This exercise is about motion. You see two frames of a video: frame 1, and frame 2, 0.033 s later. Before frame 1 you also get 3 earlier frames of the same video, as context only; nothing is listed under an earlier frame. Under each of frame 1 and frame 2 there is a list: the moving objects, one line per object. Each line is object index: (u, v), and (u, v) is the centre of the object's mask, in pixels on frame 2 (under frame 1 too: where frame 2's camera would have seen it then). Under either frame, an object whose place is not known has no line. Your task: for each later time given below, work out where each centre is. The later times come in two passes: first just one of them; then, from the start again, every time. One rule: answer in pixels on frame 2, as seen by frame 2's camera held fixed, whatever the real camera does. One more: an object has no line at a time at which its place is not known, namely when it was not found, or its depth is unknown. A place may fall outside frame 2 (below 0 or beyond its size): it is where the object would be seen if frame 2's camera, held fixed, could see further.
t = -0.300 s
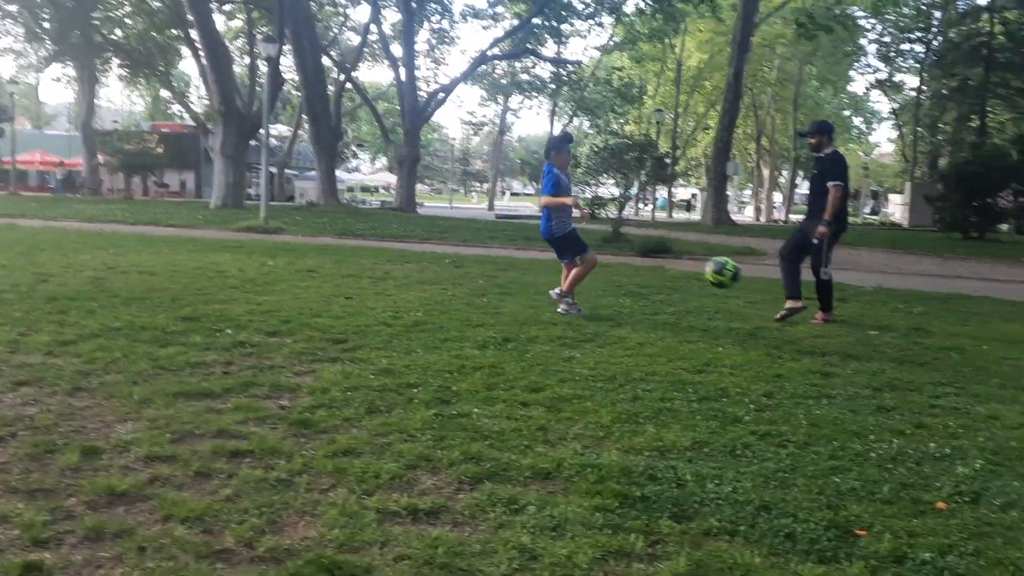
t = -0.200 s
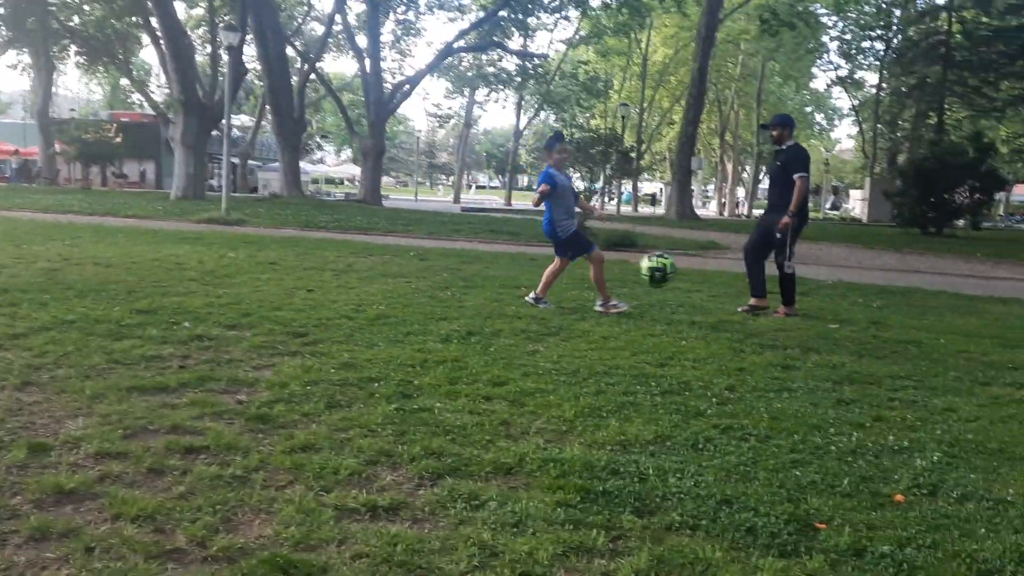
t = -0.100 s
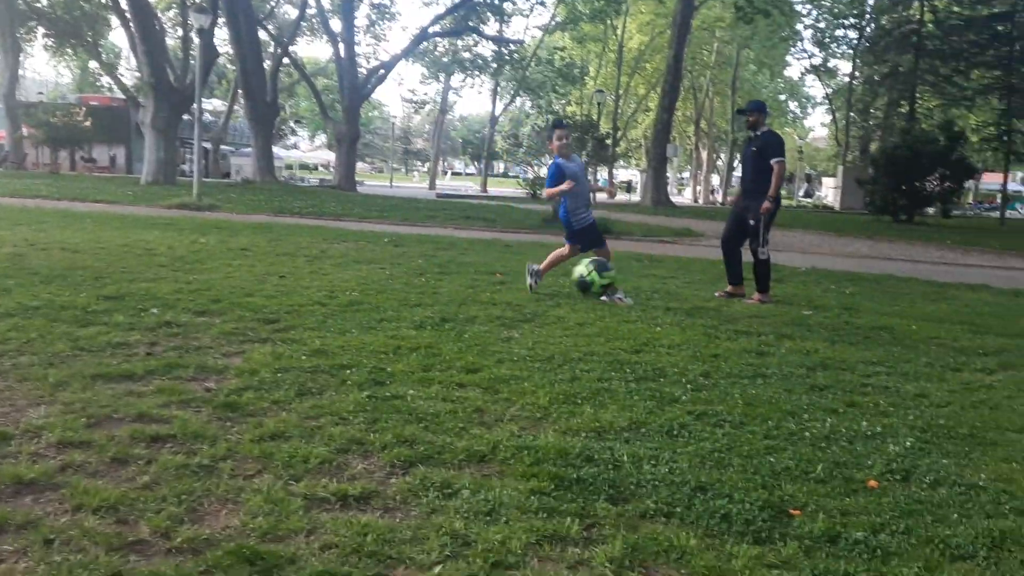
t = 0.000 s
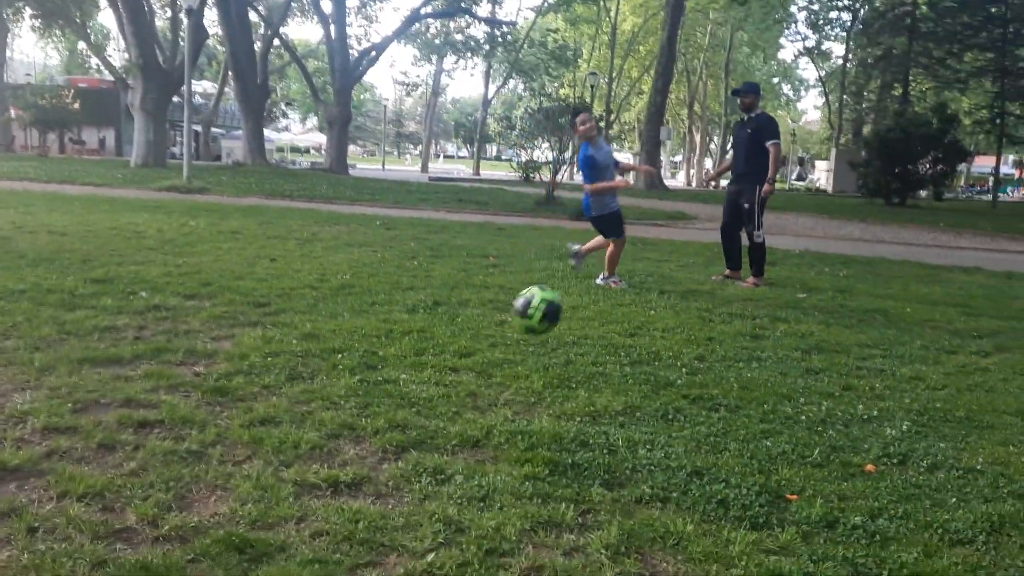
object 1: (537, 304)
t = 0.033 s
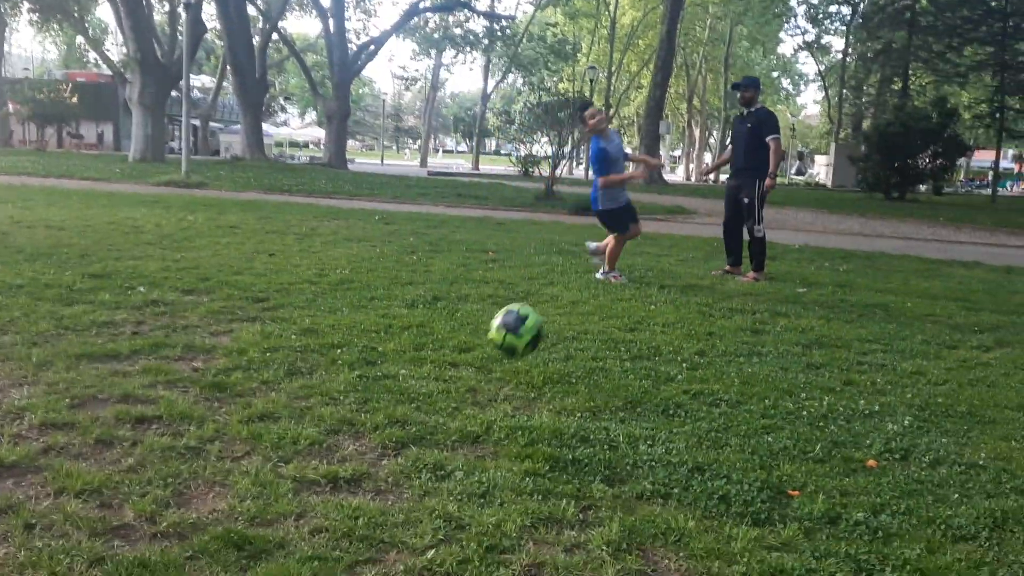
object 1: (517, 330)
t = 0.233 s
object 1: (433, 357)
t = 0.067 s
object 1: (491, 362)
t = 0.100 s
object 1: (471, 383)
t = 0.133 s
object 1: (463, 373)
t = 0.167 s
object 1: (454, 364)
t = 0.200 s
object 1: (445, 359)
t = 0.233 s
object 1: (433, 357)
